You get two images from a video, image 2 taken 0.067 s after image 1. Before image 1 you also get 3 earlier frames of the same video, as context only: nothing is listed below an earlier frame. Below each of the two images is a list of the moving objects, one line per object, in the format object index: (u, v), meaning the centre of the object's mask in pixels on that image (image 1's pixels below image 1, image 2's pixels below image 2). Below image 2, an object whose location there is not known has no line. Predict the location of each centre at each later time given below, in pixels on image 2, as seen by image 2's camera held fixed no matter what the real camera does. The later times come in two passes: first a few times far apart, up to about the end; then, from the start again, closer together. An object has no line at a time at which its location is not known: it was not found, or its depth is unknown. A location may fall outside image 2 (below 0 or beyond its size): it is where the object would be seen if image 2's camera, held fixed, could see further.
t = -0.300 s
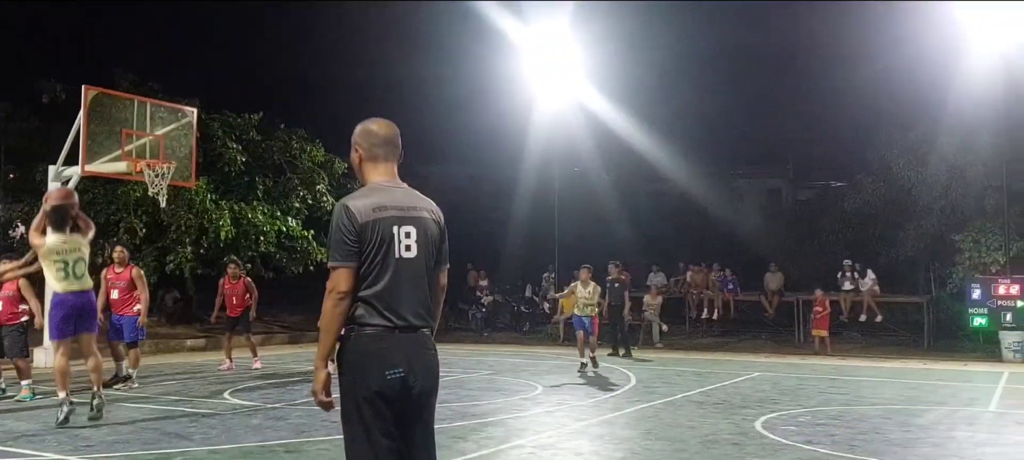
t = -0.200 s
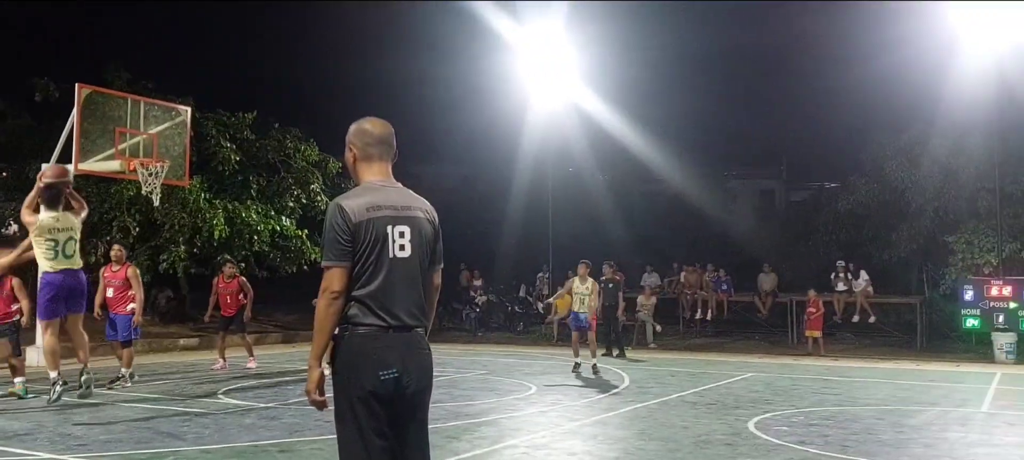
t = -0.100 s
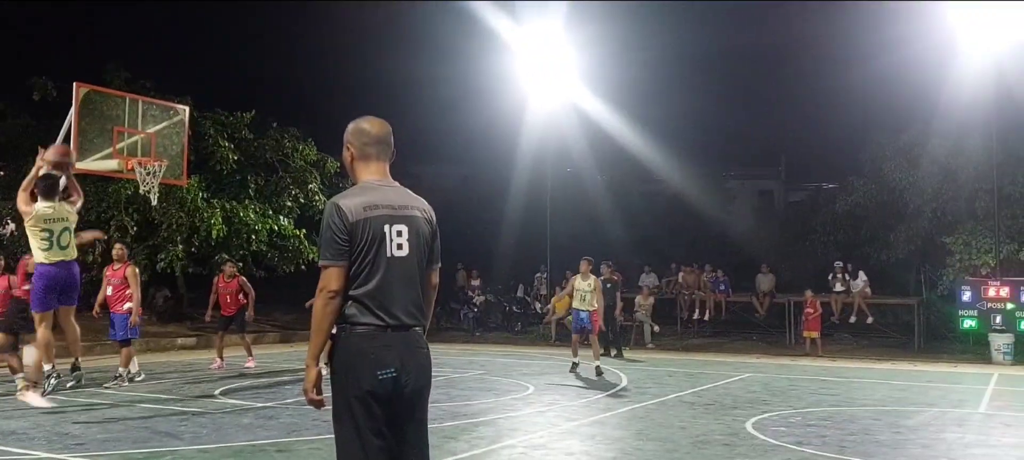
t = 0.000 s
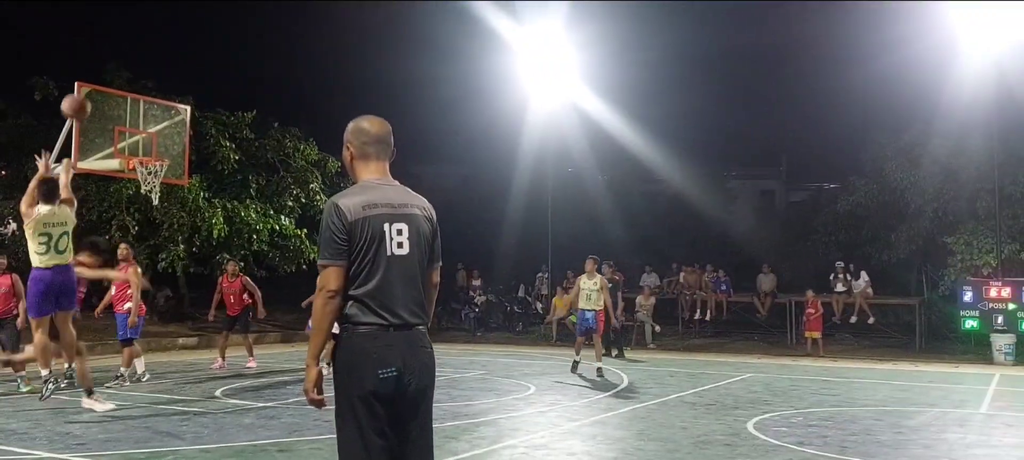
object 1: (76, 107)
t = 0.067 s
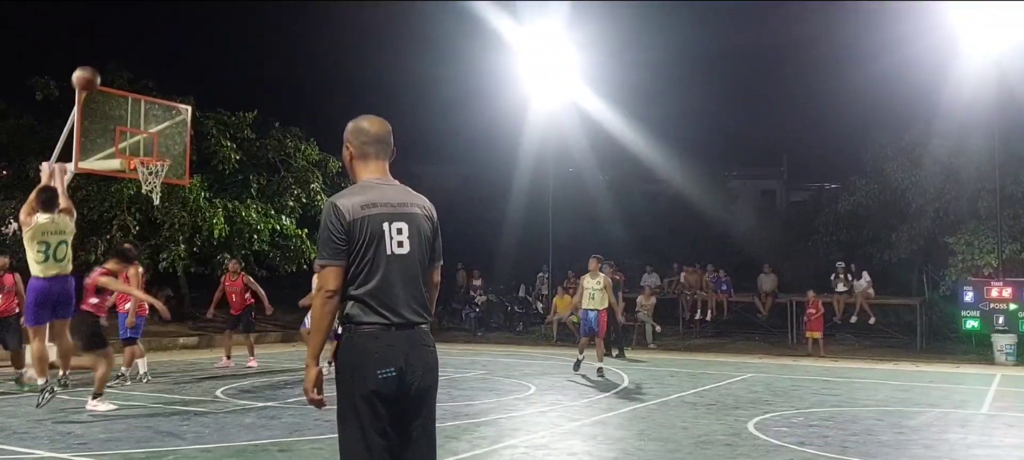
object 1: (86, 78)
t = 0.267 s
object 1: (108, 32)
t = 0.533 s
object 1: (130, 31)
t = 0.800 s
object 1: (146, 81)
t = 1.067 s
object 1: (161, 168)
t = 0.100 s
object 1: (90, 68)
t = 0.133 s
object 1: (94, 58)
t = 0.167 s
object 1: (98, 50)
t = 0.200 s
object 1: (101, 43)
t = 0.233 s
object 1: (105, 37)
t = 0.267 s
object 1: (108, 32)
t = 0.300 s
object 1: (111, 28)
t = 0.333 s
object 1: (114, 26)
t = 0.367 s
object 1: (117, 24)
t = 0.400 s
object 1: (120, 24)
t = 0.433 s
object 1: (123, 24)
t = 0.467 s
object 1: (125, 26)
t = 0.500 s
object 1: (128, 28)
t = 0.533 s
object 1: (130, 31)
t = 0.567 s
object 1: (132, 35)
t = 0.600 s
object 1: (135, 39)
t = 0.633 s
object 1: (137, 44)
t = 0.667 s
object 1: (139, 51)
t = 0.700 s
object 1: (141, 57)
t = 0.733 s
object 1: (143, 64)
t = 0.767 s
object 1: (145, 72)
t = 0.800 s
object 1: (146, 81)
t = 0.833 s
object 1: (148, 89)
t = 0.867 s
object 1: (150, 99)
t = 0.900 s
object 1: (151, 109)
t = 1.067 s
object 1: (161, 168)
